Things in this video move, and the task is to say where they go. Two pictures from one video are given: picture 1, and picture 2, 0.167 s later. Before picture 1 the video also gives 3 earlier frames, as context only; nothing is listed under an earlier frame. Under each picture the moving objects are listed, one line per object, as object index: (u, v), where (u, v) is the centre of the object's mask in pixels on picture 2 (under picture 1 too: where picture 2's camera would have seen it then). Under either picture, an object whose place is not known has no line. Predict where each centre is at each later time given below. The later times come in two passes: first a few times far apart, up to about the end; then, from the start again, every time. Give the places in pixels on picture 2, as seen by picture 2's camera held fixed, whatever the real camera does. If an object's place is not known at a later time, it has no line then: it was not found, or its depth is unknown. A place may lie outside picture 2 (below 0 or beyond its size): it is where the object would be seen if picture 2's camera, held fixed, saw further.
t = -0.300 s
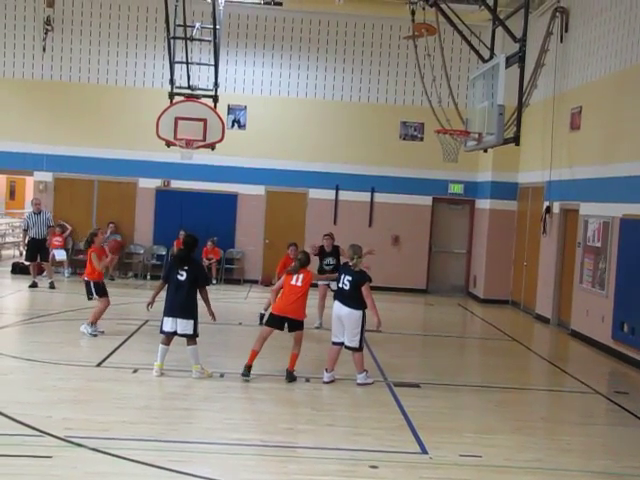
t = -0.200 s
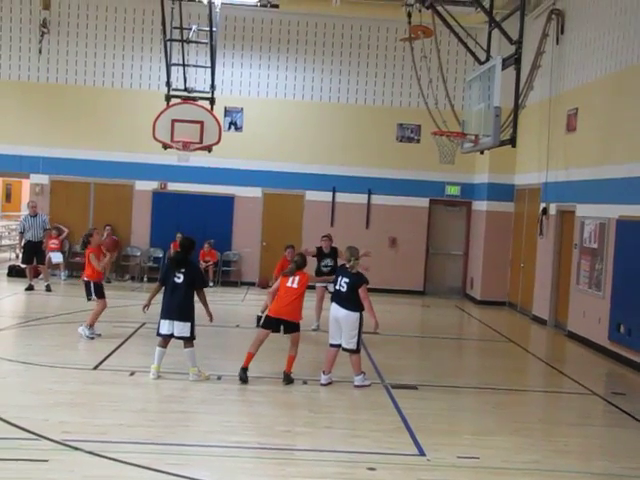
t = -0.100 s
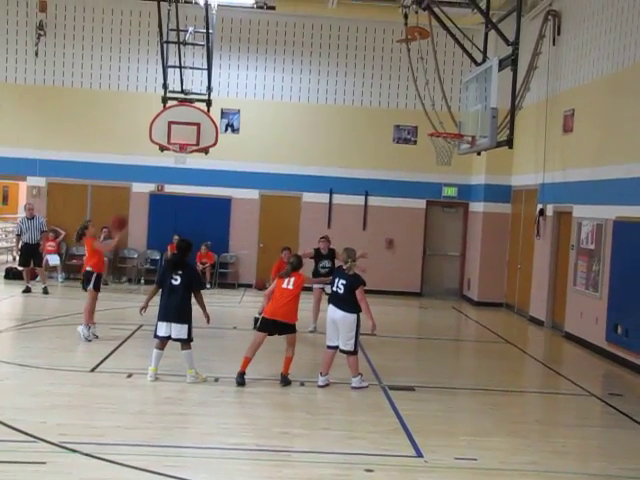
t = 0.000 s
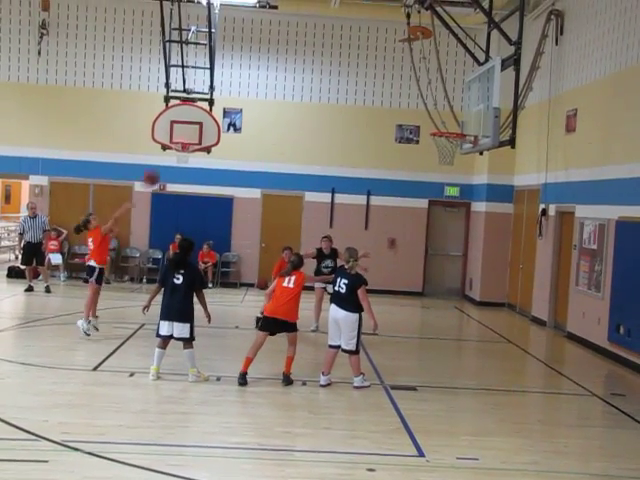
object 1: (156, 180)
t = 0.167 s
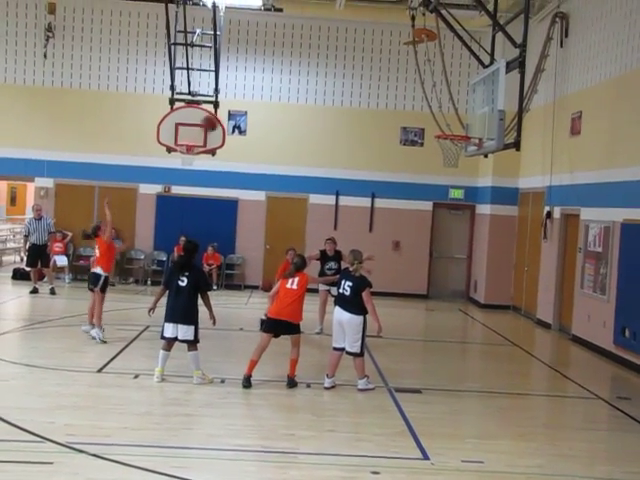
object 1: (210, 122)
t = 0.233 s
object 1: (231, 105)
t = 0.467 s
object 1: (304, 71)
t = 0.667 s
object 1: (363, 73)
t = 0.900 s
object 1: (428, 111)
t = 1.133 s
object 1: (460, 146)
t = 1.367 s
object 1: (451, 162)
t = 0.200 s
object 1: (221, 114)
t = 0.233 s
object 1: (231, 105)
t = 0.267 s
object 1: (241, 99)
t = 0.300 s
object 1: (252, 92)
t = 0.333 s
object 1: (262, 86)
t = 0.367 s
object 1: (273, 82)
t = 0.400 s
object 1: (283, 77)
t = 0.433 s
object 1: (293, 74)
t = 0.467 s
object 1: (304, 71)
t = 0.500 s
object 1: (313, 70)
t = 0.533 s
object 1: (323, 69)
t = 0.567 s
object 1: (333, 69)
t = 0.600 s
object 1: (343, 69)
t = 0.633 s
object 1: (353, 71)
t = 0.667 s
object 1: (363, 73)
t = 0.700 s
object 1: (372, 76)
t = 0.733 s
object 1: (382, 80)
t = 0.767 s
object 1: (391, 85)
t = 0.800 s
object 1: (401, 90)
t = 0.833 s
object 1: (410, 97)
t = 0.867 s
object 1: (419, 103)
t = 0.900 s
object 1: (428, 111)
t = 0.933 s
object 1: (437, 120)
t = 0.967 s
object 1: (447, 128)
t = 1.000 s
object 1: (457, 140)
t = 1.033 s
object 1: (463, 146)
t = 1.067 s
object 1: (463, 146)
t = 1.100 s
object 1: (462, 145)
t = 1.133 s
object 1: (460, 146)
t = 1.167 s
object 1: (460, 145)
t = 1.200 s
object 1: (459, 146)
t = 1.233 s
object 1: (458, 147)
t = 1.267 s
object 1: (456, 150)
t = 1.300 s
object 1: (454, 154)
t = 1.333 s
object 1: (453, 158)
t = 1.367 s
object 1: (451, 162)
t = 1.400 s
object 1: (449, 167)
